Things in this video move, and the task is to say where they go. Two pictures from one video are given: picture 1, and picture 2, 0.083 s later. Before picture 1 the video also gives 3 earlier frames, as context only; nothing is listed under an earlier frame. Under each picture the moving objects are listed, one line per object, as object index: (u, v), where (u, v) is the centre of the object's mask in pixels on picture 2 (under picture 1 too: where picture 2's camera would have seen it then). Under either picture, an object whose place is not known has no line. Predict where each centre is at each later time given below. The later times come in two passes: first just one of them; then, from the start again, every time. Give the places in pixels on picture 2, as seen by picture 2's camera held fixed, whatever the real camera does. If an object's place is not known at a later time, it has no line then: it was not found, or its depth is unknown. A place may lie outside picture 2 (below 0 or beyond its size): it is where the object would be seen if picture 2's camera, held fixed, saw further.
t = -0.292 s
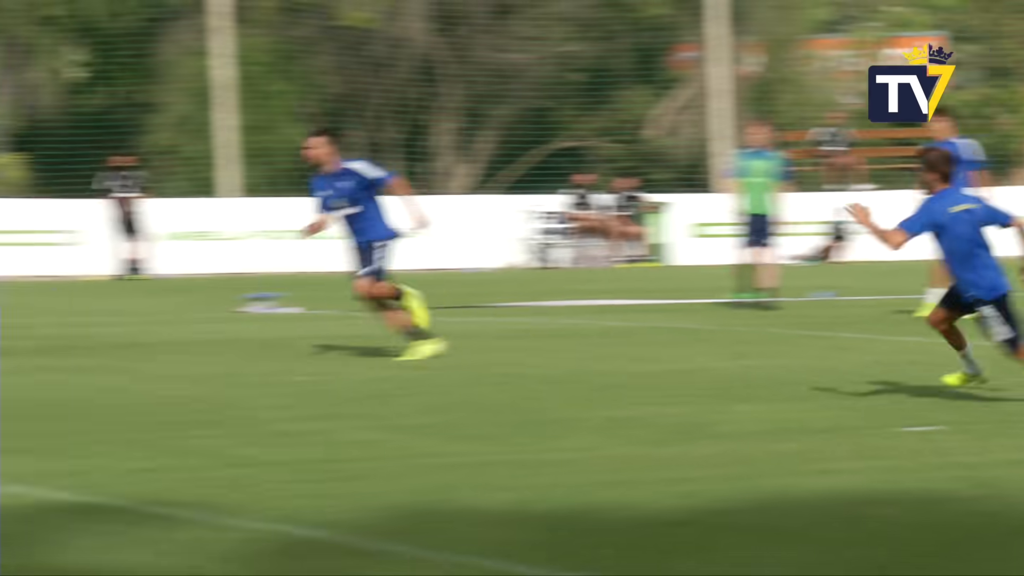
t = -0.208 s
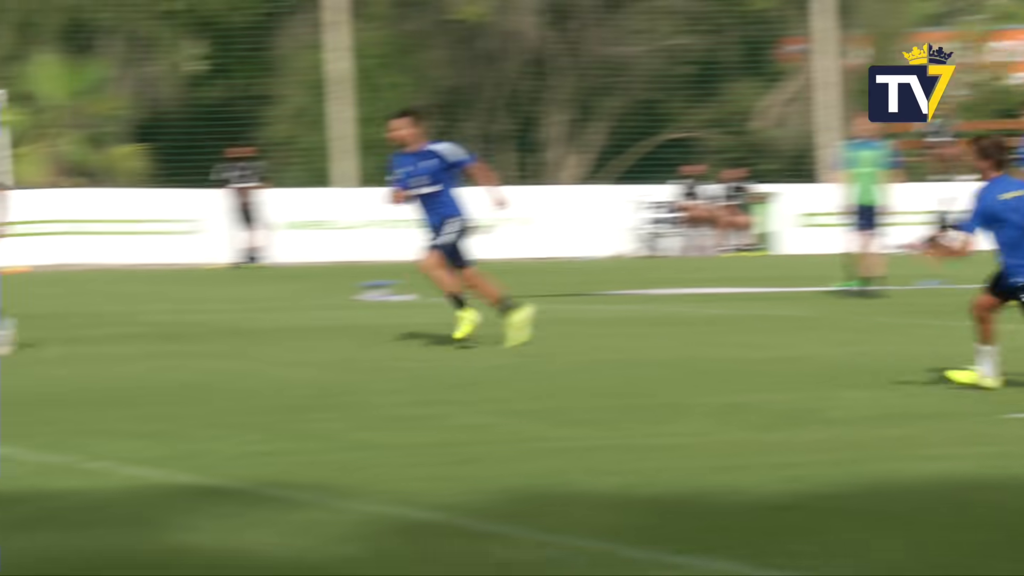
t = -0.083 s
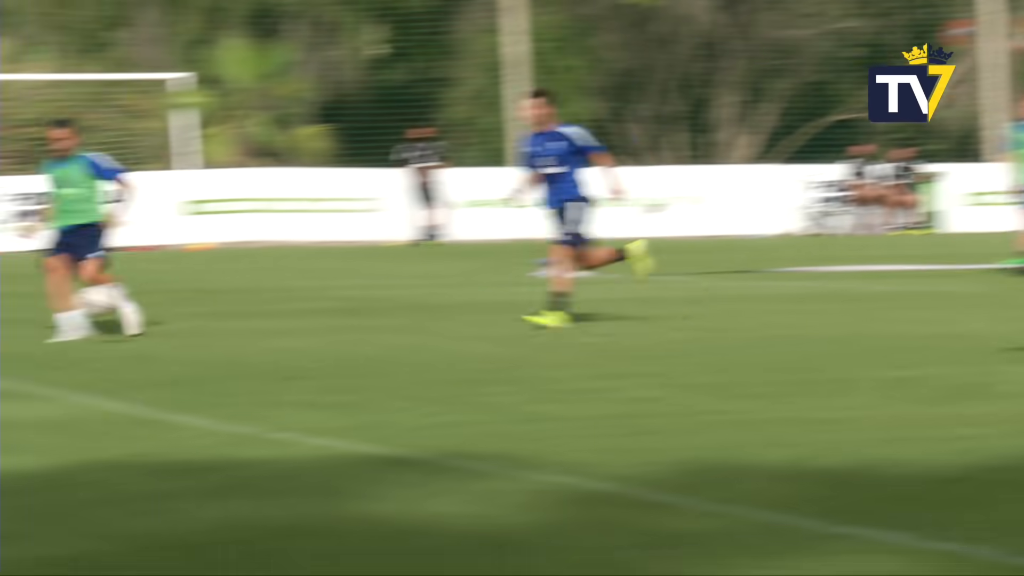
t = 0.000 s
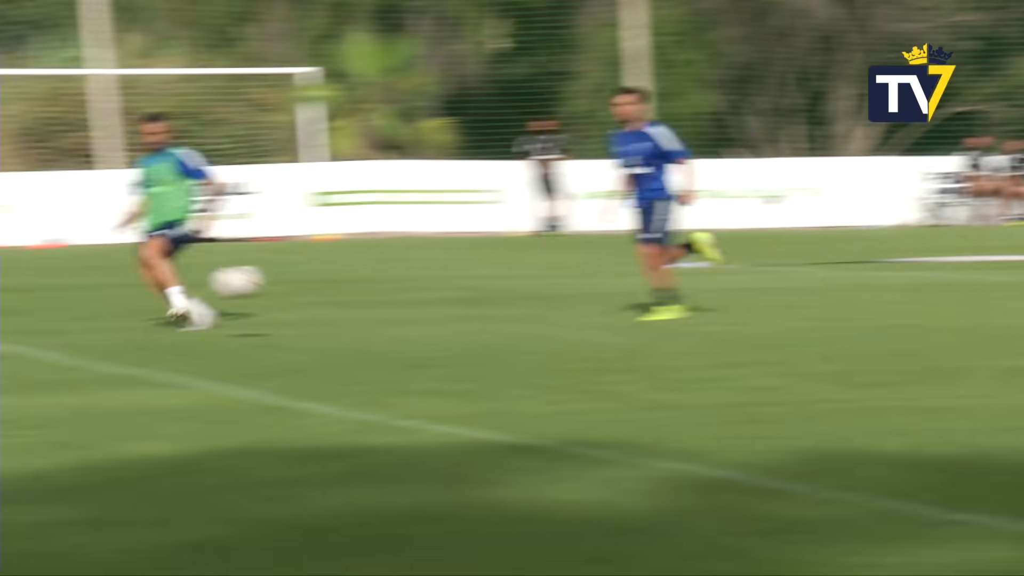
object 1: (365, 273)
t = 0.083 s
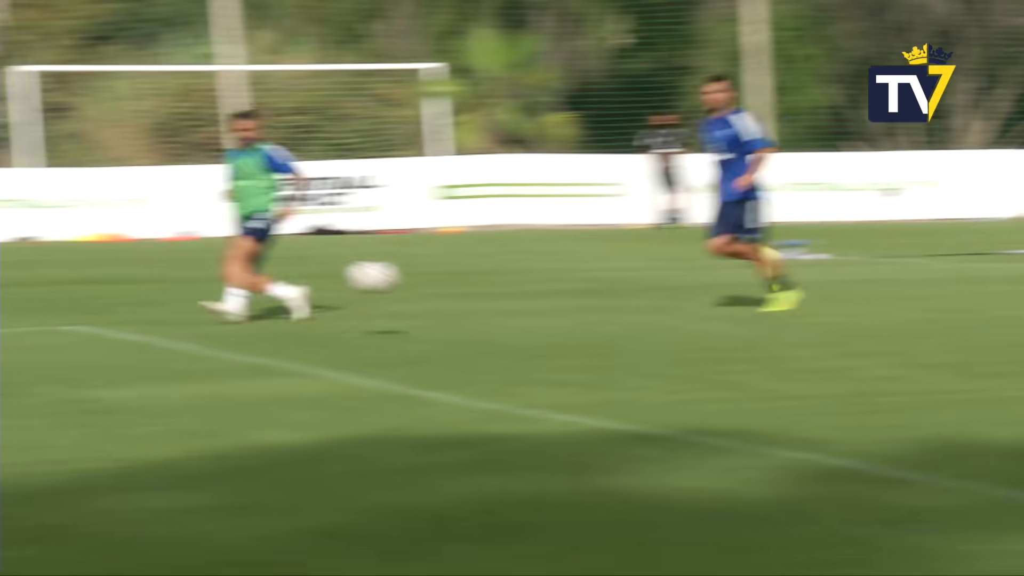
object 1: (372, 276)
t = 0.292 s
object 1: (397, 338)
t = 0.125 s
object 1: (376, 282)
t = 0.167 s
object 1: (381, 292)
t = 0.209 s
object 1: (386, 304)
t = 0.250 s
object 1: (391, 320)
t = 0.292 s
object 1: (397, 338)
